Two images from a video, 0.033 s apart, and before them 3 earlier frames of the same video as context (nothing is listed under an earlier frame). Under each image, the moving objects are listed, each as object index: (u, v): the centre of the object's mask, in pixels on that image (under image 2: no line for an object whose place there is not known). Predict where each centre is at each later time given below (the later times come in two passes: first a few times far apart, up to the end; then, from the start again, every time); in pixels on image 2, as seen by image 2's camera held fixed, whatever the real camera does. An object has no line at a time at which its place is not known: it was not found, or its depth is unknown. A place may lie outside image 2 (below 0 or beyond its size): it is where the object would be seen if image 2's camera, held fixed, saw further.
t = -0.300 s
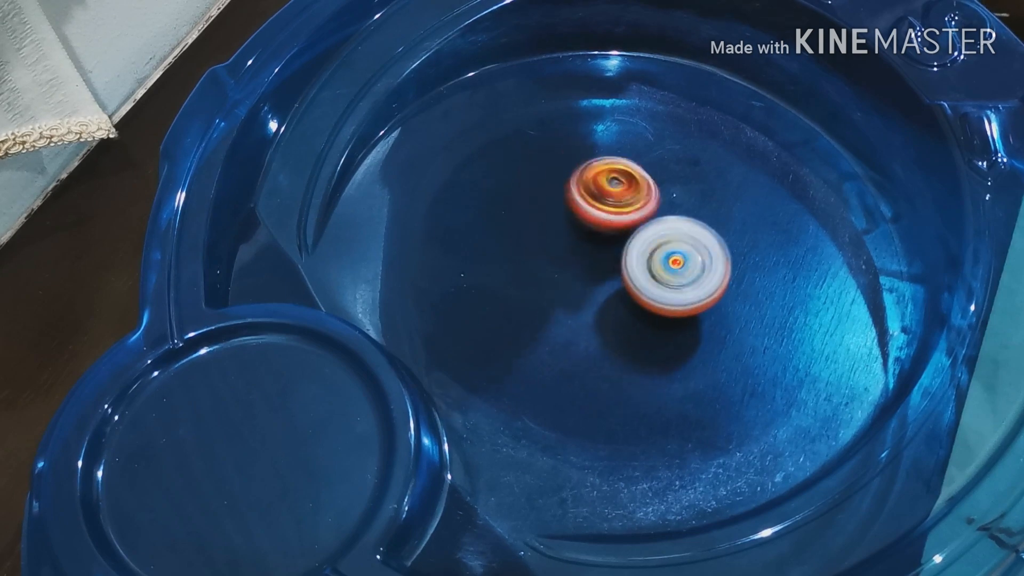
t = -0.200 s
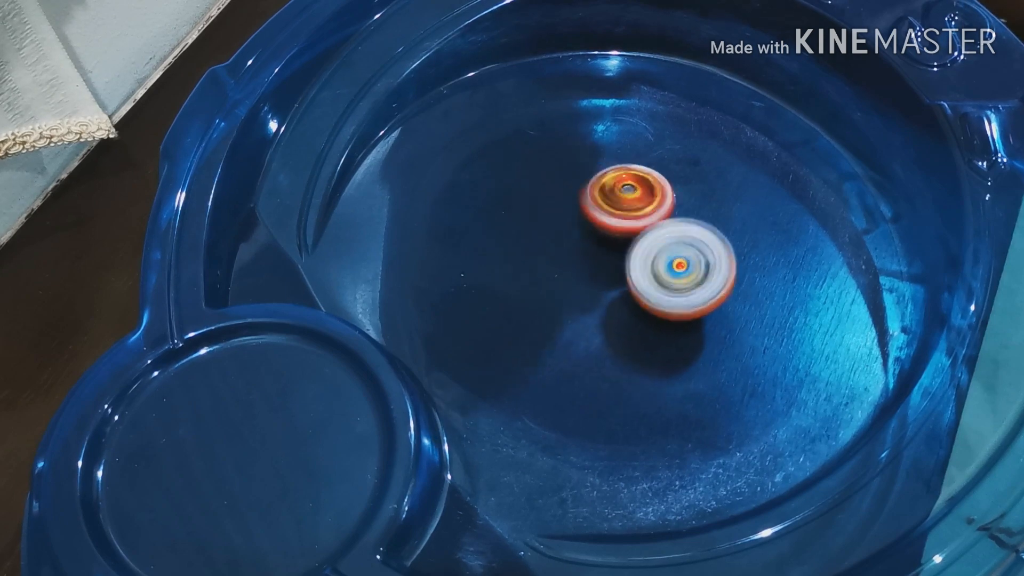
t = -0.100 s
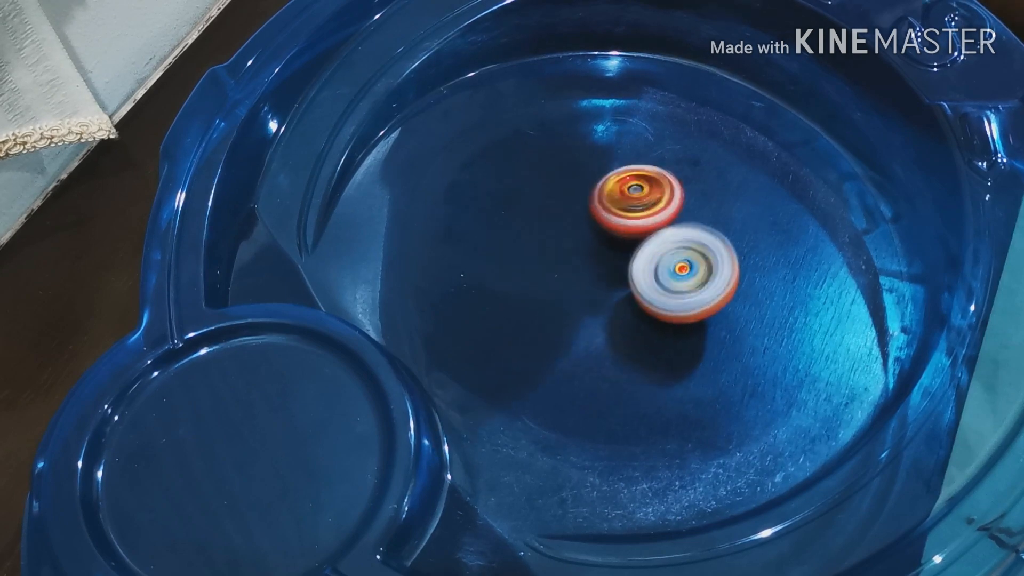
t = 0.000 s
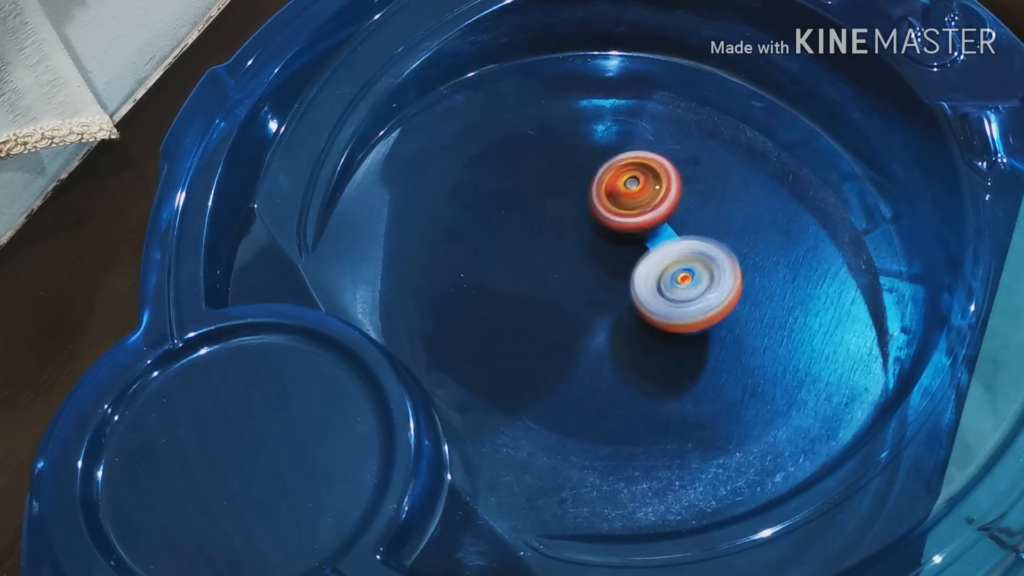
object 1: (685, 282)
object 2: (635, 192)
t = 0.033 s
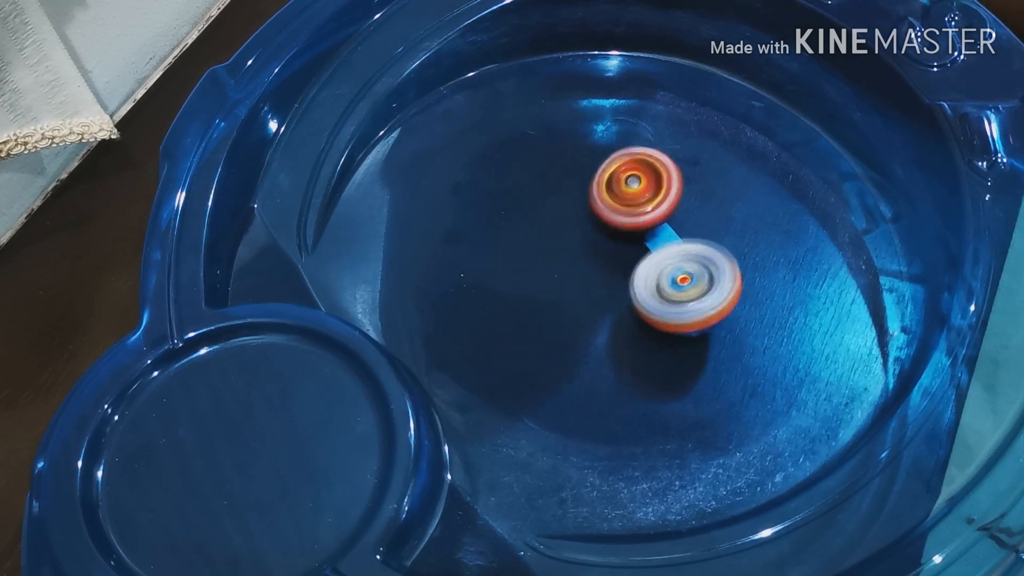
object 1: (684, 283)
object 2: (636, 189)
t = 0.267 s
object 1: (666, 289)
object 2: (624, 198)
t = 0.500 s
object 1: (653, 285)
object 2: (606, 212)
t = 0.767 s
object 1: (635, 281)
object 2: (630, 197)
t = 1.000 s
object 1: (623, 266)
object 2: (633, 187)
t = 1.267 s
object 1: (607, 269)
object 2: (640, 193)
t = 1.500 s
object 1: (593, 284)
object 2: (637, 194)
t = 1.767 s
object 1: (594, 270)
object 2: (638, 196)
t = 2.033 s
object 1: (590, 275)
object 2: (646, 171)
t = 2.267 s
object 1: (604, 265)
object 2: (625, 189)
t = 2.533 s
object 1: (600, 309)
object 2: (622, 189)
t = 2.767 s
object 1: (625, 301)
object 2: (624, 191)
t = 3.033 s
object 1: (629, 297)
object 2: (636, 207)
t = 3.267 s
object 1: (622, 300)
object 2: (633, 209)
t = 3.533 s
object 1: (613, 301)
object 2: (632, 208)
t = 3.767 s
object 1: (642, 295)
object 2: (614, 201)
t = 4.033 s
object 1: (650, 287)
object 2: (608, 215)
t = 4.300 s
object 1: (654, 281)
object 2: (595, 206)
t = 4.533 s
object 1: (674, 264)
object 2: (573, 211)
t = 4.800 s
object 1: (683, 262)
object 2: (581, 228)
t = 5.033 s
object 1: (686, 253)
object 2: (564, 233)
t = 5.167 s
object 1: (675, 252)
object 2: (580, 242)
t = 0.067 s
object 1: (683, 285)
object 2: (635, 188)
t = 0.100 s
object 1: (682, 286)
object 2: (633, 189)
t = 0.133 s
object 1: (680, 287)
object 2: (632, 189)
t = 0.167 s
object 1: (677, 288)
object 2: (630, 189)
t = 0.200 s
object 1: (674, 289)
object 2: (629, 192)
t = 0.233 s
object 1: (670, 290)
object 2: (626, 194)
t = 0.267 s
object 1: (666, 289)
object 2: (624, 198)
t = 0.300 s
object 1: (662, 288)
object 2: (623, 202)
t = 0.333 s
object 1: (658, 286)
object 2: (619, 205)
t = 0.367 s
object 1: (654, 285)
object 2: (616, 208)
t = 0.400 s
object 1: (652, 283)
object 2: (612, 210)
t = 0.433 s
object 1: (652, 285)
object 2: (608, 211)
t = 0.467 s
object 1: (652, 286)
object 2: (606, 212)
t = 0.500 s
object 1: (653, 285)
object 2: (606, 212)
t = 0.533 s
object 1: (651, 284)
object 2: (606, 211)
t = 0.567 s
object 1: (646, 287)
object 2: (608, 210)
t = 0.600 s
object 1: (643, 286)
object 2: (611, 208)
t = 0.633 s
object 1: (640, 286)
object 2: (615, 206)
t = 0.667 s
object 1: (639, 284)
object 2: (619, 203)
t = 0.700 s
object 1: (638, 284)
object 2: (623, 201)
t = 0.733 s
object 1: (636, 283)
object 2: (628, 199)
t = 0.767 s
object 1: (635, 281)
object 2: (630, 197)
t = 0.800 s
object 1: (633, 278)
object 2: (631, 196)
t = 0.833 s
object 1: (631, 276)
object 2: (632, 194)
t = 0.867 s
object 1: (629, 275)
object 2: (633, 192)
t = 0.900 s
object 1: (627, 273)
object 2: (635, 189)
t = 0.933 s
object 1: (626, 271)
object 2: (635, 188)
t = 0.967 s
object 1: (624, 269)
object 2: (634, 187)
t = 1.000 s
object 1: (623, 266)
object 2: (633, 187)
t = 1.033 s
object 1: (626, 267)
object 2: (636, 185)
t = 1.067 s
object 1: (615, 270)
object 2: (637, 185)
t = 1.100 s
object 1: (612, 271)
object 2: (638, 185)
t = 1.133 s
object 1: (610, 271)
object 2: (638, 186)
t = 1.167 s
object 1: (610, 270)
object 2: (640, 188)
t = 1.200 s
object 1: (609, 271)
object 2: (641, 189)
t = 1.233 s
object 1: (608, 269)
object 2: (641, 191)
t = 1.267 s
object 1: (607, 269)
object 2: (640, 193)
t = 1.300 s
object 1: (604, 270)
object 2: (639, 193)
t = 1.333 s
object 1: (600, 275)
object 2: (638, 191)
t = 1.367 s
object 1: (598, 279)
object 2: (637, 191)
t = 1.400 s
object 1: (595, 282)
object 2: (637, 191)
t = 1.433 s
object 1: (593, 283)
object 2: (636, 192)
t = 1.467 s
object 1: (593, 283)
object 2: (636, 193)
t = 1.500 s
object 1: (593, 284)
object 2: (637, 194)
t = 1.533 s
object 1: (594, 283)
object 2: (637, 195)
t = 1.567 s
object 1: (594, 282)
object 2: (637, 195)
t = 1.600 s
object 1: (594, 282)
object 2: (637, 195)
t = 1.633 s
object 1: (593, 280)
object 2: (637, 196)
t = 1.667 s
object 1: (593, 278)
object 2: (636, 197)
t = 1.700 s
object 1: (594, 275)
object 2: (636, 197)
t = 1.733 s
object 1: (595, 271)
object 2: (636, 197)
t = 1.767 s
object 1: (594, 270)
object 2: (638, 196)
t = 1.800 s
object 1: (588, 276)
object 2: (642, 188)
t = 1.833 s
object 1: (584, 278)
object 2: (646, 182)
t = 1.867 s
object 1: (582, 278)
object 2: (648, 176)
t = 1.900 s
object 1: (584, 278)
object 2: (648, 173)
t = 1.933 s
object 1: (587, 278)
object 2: (650, 169)
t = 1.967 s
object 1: (588, 277)
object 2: (650, 168)
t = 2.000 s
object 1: (589, 277)
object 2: (648, 170)
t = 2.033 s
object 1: (590, 275)
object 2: (646, 171)
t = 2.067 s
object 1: (592, 273)
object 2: (644, 174)
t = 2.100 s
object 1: (594, 271)
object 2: (642, 177)
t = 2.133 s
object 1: (596, 269)
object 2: (638, 178)
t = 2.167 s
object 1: (599, 266)
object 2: (636, 182)
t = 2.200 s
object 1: (600, 263)
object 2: (632, 185)
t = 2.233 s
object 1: (603, 262)
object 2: (628, 188)
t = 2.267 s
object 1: (604, 265)
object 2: (625, 189)
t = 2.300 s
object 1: (604, 274)
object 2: (621, 190)
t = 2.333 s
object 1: (603, 284)
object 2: (621, 187)
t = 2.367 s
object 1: (604, 293)
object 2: (620, 186)
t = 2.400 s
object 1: (602, 301)
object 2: (619, 186)
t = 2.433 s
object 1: (601, 307)
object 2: (618, 187)
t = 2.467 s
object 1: (601, 310)
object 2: (619, 188)
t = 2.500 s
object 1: (600, 310)
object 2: (620, 189)
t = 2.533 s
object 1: (600, 309)
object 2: (622, 189)
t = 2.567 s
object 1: (602, 308)
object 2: (624, 190)
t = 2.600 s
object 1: (607, 306)
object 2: (624, 190)
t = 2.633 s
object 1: (612, 305)
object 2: (624, 189)
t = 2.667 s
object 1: (617, 304)
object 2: (625, 189)
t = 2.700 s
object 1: (620, 302)
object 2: (625, 190)
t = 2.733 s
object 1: (623, 301)
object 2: (625, 191)
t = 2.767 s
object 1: (625, 301)
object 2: (624, 191)
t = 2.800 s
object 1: (626, 301)
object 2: (624, 192)
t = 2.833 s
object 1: (627, 301)
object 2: (624, 194)
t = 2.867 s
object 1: (628, 301)
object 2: (624, 196)
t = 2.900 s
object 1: (628, 301)
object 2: (625, 200)
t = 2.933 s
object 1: (628, 299)
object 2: (628, 202)
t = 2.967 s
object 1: (628, 300)
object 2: (632, 205)
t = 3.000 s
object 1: (629, 299)
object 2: (635, 206)
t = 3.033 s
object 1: (629, 297)
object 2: (636, 207)
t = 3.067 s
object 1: (628, 296)
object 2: (636, 208)
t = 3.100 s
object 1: (625, 295)
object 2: (637, 211)
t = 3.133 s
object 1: (624, 297)
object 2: (638, 208)
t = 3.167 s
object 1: (624, 298)
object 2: (638, 208)
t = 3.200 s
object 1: (622, 300)
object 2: (637, 207)
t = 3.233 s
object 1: (622, 301)
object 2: (634, 207)
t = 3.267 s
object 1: (622, 300)
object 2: (633, 209)
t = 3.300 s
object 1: (621, 300)
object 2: (632, 211)
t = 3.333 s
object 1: (621, 298)
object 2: (633, 213)
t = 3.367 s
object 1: (620, 296)
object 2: (634, 213)
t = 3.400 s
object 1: (617, 294)
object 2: (633, 213)
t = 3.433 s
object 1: (615, 301)
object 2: (634, 209)
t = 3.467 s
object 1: (614, 301)
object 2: (633, 206)
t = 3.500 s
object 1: (611, 301)
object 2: (632, 206)
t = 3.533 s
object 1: (613, 301)
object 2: (632, 208)
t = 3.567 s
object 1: (616, 298)
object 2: (629, 208)
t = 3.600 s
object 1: (620, 295)
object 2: (627, 209)
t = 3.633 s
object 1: (629, 286)
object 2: (625, 209)
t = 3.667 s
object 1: (630, 287)
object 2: (623, 209)
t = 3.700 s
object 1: (634, 291)
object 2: (617, 206)
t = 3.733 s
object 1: (637, 291)
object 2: (615, 203)
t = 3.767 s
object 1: (642, 295)
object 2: (614, 201)
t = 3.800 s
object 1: (646, 295)
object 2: (612, 200)
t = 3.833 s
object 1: (649, 295)
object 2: (610, 201)
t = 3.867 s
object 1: (652, 296)
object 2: (610, 205)
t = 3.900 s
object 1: (652, 294)
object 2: (610, 208)
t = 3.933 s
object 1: (652, 295)
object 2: (611, 210)
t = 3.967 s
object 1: (651, 291)
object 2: (608, 210)
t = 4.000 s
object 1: (650, 290)
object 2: (607, 213)
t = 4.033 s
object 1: (650, 287)
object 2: (608, 215)
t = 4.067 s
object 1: (651, 285)
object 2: (606, 215)
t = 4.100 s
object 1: (652, 285)
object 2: (603, 216)
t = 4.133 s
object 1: (654, 285)
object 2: (597, 212)
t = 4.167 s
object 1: (654, 285)
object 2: (594, 211)
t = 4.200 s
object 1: (655, 286)
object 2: (593, 210)
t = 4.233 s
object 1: (655, 284)
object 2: (594, 207)
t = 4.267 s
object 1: (653, 281)
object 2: (593, 206)
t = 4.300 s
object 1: (654, 281)
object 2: (595, 206)
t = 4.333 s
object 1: (654, 278)
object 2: (595, 207)
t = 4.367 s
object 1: (655, 274)
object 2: (595, 207)
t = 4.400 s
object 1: (657, 272)
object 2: (594, 208)
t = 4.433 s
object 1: (660, 267)
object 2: (590, 207)
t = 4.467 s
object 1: (666, 267)
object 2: (583, 206)
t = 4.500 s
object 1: (669, 266)
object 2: (575, 207)
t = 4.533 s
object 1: (674, 264)
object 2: (573, 211)
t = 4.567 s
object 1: (678, 264)
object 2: (574, 216)
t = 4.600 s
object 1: (679, 265)
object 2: (578, 219)
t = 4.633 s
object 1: (680, 264)
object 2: (581, 221)
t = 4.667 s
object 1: (679, 264)
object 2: (584, 222)
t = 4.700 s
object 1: (678, 264)
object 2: (586, 224)
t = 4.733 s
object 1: (675, 261)
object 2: (588, 228)
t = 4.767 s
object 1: (677, 259)
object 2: (588, 228)
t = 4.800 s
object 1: (683, 262)
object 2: (581, 228)
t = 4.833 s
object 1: (684, 261)
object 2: (575, 227)
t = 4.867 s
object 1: (685, 258)
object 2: (568, 226)
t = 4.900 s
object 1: (684, 255)
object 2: (566, 225)
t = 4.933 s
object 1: (685, 254)
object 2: (562, 225)
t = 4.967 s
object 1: (687, 255)
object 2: (561, 227)
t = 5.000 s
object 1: (685, 255)
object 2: (562, 230)
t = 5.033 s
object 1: (686, 253)
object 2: (564, 233)
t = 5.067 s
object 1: (689, 253)
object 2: (567, 237)
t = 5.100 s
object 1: (686, 255)
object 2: (571, 238)
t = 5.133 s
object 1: (680, 255)
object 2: (577, 239)
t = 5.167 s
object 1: (675, 252)
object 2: (580, 242)
